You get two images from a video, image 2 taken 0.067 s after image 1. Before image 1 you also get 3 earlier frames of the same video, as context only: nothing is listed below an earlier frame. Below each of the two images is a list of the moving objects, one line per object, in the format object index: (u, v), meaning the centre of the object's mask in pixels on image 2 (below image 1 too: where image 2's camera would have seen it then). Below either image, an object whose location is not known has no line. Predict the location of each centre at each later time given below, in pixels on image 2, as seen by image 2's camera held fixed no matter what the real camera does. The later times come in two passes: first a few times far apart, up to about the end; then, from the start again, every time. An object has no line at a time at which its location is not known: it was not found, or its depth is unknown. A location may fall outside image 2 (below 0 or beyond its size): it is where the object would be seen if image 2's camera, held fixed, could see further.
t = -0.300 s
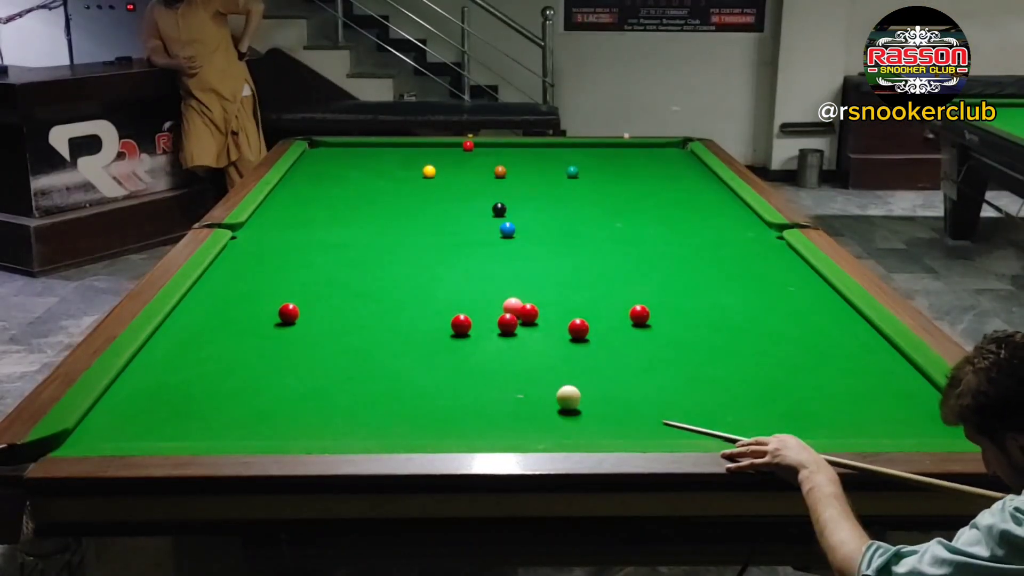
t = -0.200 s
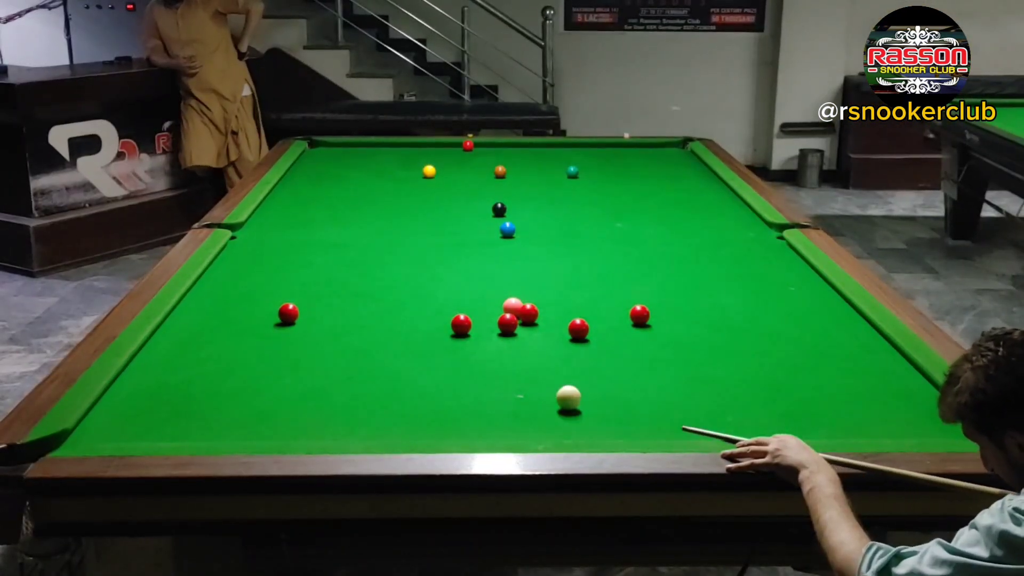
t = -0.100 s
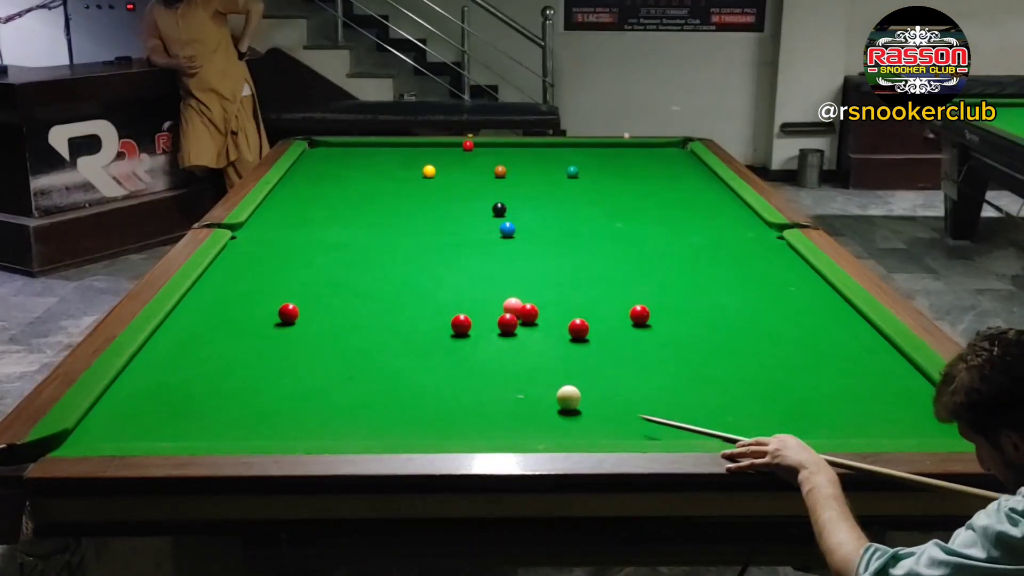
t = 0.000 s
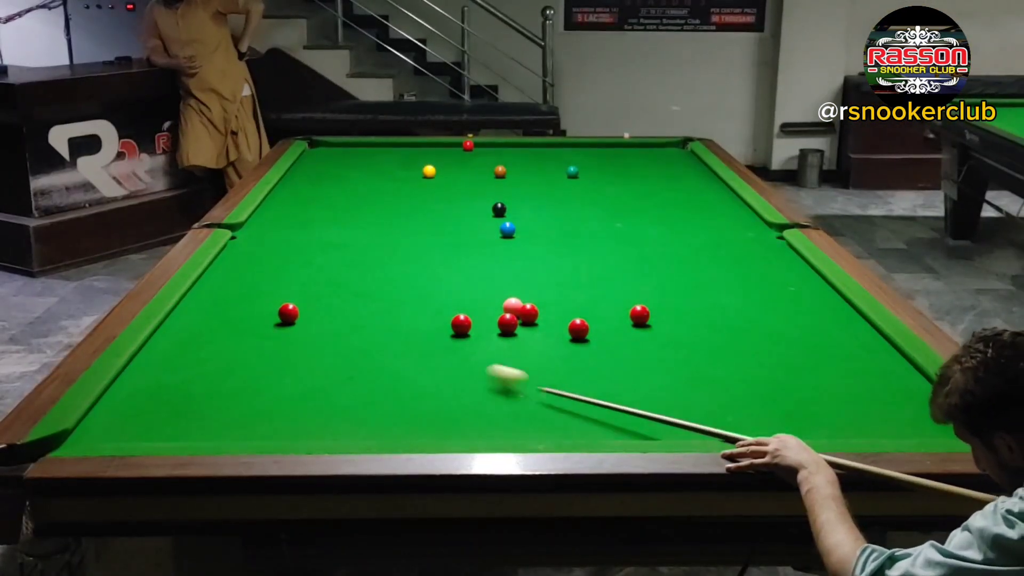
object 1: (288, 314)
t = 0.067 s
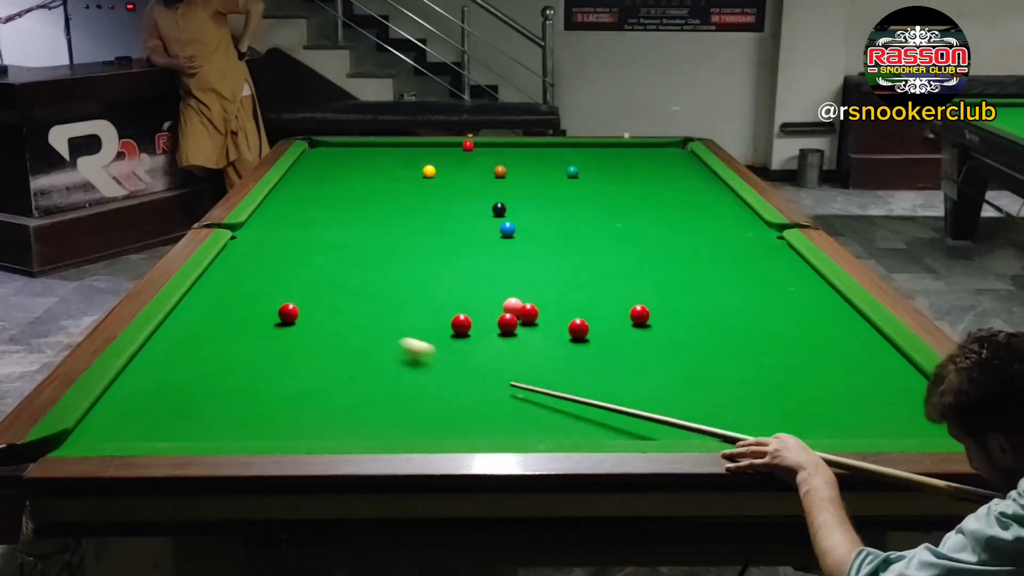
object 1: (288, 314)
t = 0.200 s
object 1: (259, 306)
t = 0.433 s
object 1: (310, 279)
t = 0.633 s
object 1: (437, 266)
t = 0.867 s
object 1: (570, 253)
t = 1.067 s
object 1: (673, 243)
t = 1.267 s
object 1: (768, 233)
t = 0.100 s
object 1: (288, 314)
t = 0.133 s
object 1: (288, 314)
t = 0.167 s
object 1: (287, 313)
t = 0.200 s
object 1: (259, 306)
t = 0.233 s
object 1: (229, 299)
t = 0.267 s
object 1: (202, 293)
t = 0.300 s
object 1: (213, 288)
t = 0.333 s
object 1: (240, 286)
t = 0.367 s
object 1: (264, 283)
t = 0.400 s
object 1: (288, 281)
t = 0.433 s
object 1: (310, 279)
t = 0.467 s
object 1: (332, 277)
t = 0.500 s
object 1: (354, 275)
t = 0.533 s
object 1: (375, 272)
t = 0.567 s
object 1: (396, 270)
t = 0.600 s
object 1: (417, 268)
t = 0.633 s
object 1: (437, 266)
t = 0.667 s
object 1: (457, 264)
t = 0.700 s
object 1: (476, 262)
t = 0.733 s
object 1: (496, 260)
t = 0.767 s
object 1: (515, 258)
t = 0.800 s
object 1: (534, 257)
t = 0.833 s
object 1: (552, 255)
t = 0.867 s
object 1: (570, 253)
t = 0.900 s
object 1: (588, 251)
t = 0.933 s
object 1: (605, 249)
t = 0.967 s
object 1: (623, 248)
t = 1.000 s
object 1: (640, 246)
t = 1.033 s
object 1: (657, 244)
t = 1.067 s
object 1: (673, 243)
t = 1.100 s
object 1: (690, 241)
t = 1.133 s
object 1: (706, 239)
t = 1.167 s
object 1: (722, 238)
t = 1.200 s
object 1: (737, 236)
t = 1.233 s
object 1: (753, 235)
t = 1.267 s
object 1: (768, 233)
